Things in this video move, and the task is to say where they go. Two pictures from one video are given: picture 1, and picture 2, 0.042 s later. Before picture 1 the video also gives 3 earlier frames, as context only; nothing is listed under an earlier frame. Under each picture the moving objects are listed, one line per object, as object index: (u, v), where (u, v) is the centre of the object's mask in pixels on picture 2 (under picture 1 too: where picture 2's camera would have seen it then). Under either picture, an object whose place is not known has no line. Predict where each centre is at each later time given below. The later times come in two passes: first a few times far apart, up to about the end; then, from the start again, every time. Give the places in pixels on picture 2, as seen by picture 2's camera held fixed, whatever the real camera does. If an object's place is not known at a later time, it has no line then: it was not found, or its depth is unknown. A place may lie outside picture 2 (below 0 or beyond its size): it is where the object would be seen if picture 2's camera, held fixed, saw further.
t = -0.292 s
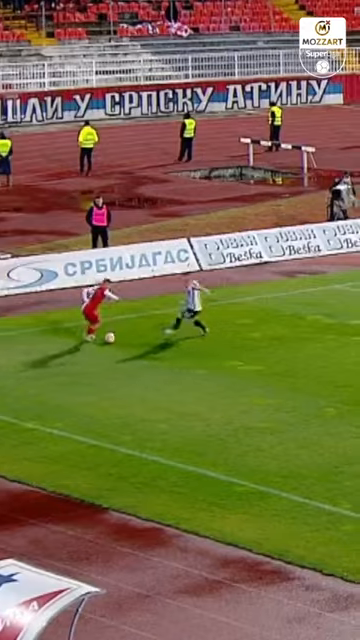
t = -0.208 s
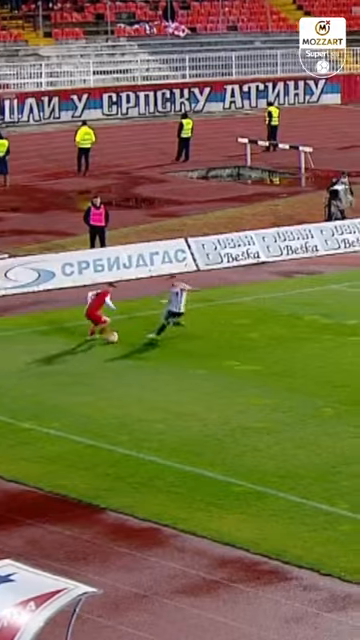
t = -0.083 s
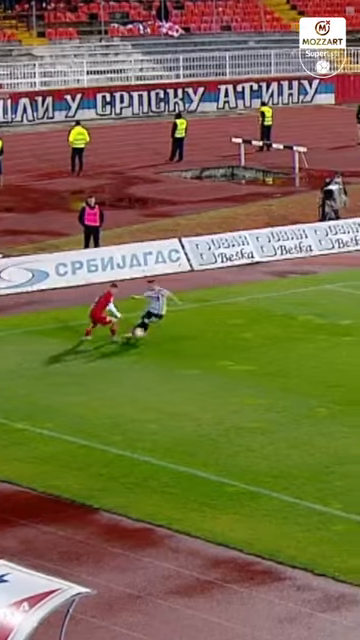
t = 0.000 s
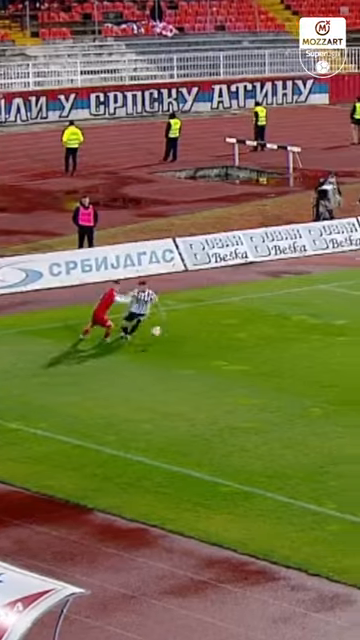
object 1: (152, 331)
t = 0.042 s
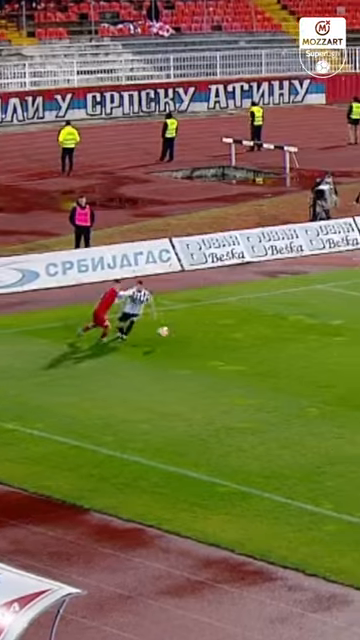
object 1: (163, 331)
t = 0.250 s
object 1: (218, 343)
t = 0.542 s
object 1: (281, 350)
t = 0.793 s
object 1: (325, 355)
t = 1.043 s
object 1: (359, 358)
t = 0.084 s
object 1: (174, 332)
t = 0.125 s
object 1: (185, 334)
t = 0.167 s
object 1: (196, 337)
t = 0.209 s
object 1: (207, 339)
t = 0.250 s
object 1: (218, 343)
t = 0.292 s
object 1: (228, 347)
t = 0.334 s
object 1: (238, 348)
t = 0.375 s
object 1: (246, 346)
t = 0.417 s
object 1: (255, 346)
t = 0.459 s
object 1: (264, 347)
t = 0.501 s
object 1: (273, 348)
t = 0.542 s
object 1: (281, 350)
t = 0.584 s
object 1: (289, 352)
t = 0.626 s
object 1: (297, 354)
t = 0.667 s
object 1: (304, 353)
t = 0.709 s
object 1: (311, 353)
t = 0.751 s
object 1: (318, 354)
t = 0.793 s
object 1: (325, 355)
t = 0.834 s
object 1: (331, 356)
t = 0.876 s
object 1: (336, 356)
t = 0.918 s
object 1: (342, 356)
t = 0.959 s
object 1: (348, 357)
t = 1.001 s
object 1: (354, 358)
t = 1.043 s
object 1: (359, 358)
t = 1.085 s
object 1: (365, 359)
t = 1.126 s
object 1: (371, 359)
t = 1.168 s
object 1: (376, 359)
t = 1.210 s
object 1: (382, 360)
